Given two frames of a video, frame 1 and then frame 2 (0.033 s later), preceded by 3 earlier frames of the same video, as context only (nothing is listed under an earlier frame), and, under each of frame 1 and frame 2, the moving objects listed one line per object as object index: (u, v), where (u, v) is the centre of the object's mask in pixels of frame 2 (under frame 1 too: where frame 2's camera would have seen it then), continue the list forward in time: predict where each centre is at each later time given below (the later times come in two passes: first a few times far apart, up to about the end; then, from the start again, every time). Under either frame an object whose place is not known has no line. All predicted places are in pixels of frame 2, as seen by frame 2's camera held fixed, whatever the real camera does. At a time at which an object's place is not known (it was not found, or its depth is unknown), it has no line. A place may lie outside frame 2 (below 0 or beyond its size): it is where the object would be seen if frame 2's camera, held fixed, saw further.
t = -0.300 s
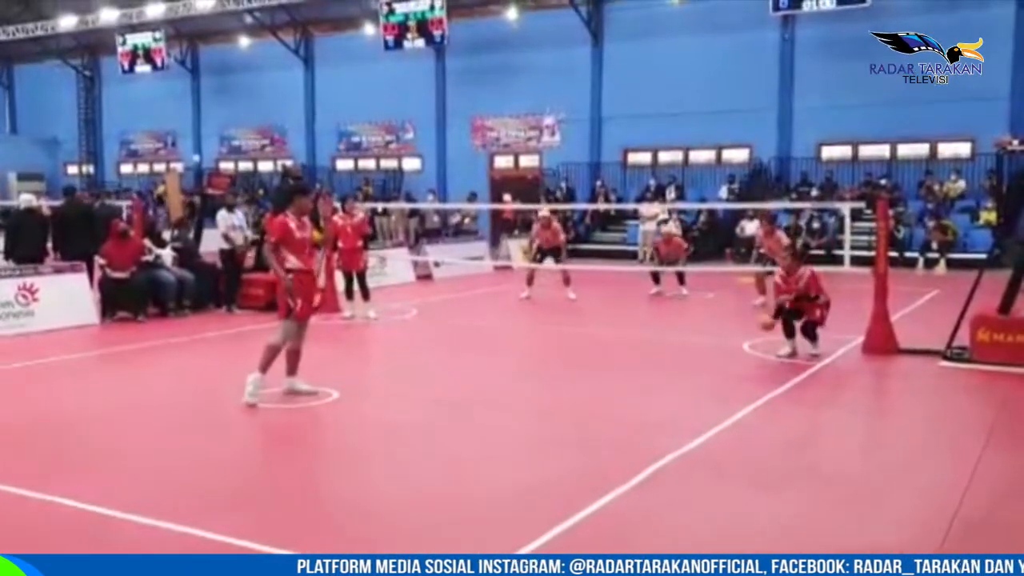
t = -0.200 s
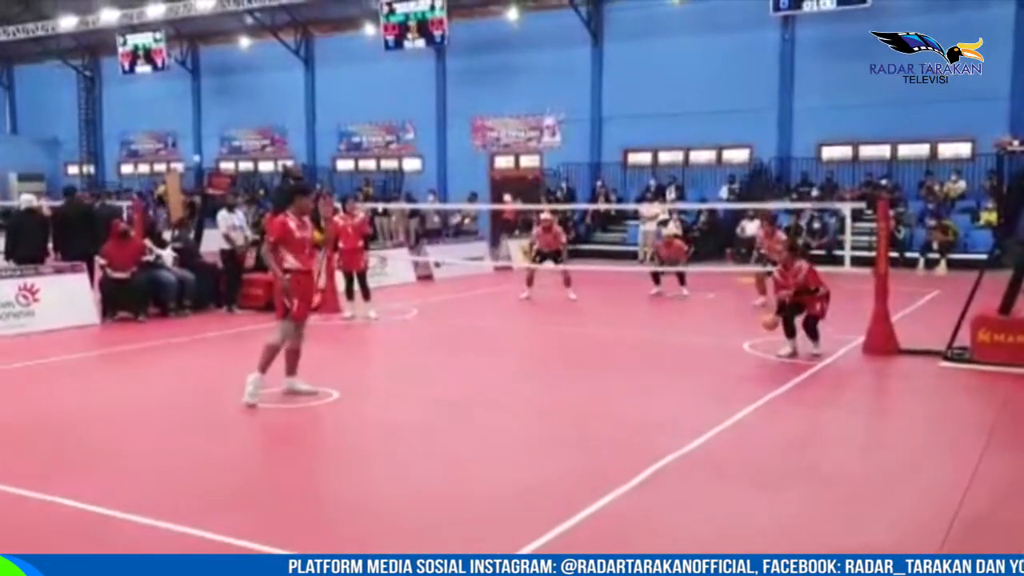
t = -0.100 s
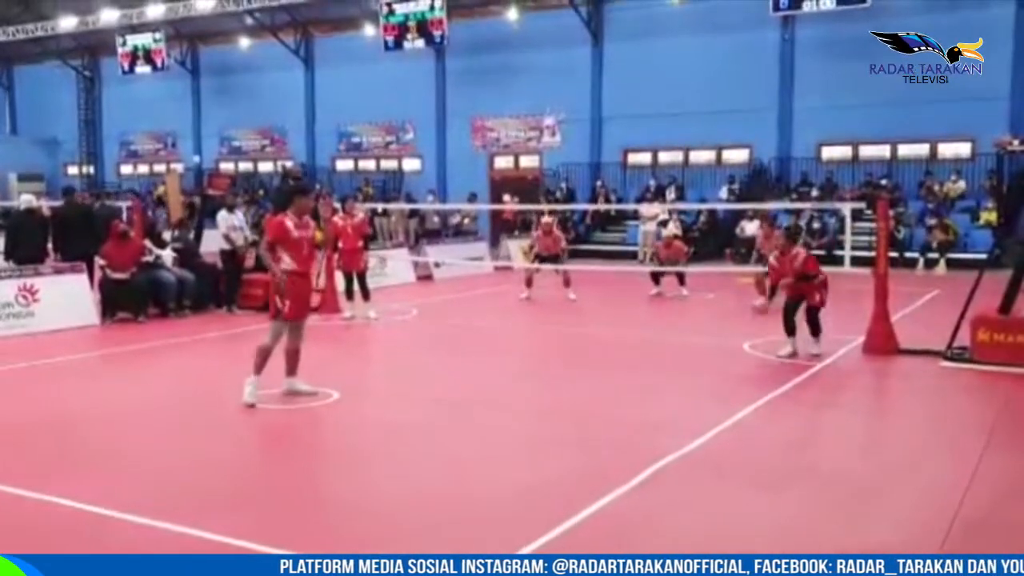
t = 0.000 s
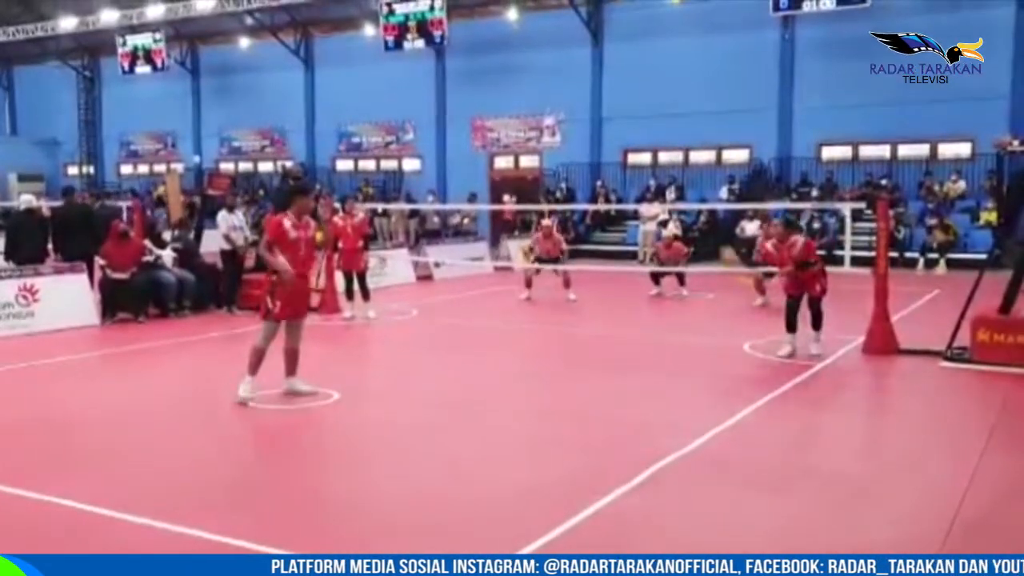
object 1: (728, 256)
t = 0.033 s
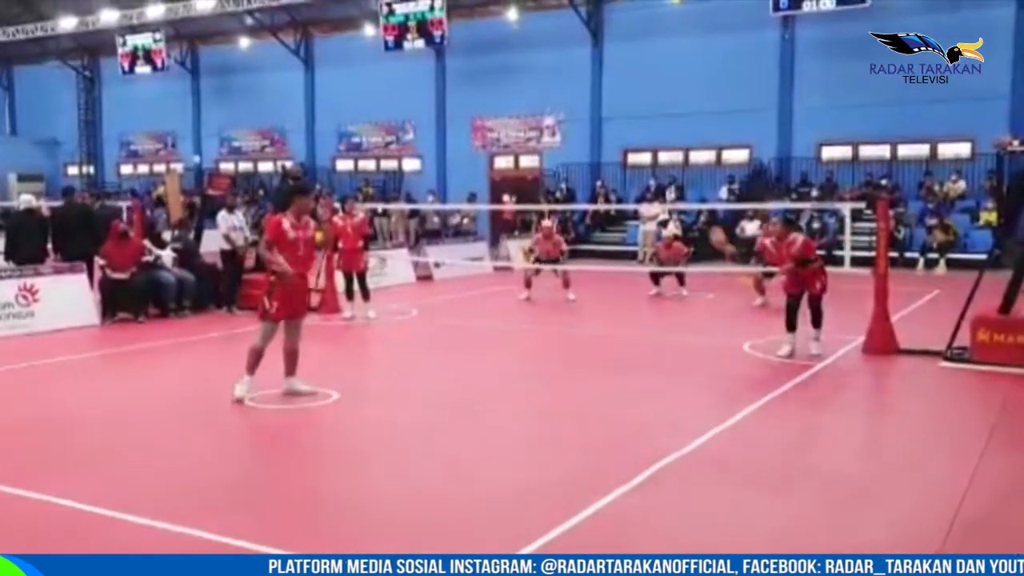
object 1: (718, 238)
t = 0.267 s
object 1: (640, 124)
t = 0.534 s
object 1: (542, 67)
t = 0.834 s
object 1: (422, 104)
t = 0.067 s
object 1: (708, 221)
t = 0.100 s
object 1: (696, 197)
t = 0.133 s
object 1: (686, 182)
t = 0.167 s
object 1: (672, 165)
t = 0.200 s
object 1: (662, 150)
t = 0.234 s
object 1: (652, 138)
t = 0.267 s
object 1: (640, 124)
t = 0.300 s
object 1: (628, 113)
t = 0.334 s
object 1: (616, 103)
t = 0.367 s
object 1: (604, 94)
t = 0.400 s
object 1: (592, 86)
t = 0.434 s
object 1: (580, 79)
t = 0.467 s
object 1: (568, 75)
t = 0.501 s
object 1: (554, 70)
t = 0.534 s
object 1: (542, 67)
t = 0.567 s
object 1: (530, 66)
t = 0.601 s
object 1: (516, 65)
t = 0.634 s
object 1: (503, 67)
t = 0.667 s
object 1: (490, 69)
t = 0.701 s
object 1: (475, 73)
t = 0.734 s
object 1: (460, 79)
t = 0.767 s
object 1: (449, 85)
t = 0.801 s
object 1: (435, 93)
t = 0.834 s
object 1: (422, 104)
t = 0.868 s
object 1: (408, 116)
